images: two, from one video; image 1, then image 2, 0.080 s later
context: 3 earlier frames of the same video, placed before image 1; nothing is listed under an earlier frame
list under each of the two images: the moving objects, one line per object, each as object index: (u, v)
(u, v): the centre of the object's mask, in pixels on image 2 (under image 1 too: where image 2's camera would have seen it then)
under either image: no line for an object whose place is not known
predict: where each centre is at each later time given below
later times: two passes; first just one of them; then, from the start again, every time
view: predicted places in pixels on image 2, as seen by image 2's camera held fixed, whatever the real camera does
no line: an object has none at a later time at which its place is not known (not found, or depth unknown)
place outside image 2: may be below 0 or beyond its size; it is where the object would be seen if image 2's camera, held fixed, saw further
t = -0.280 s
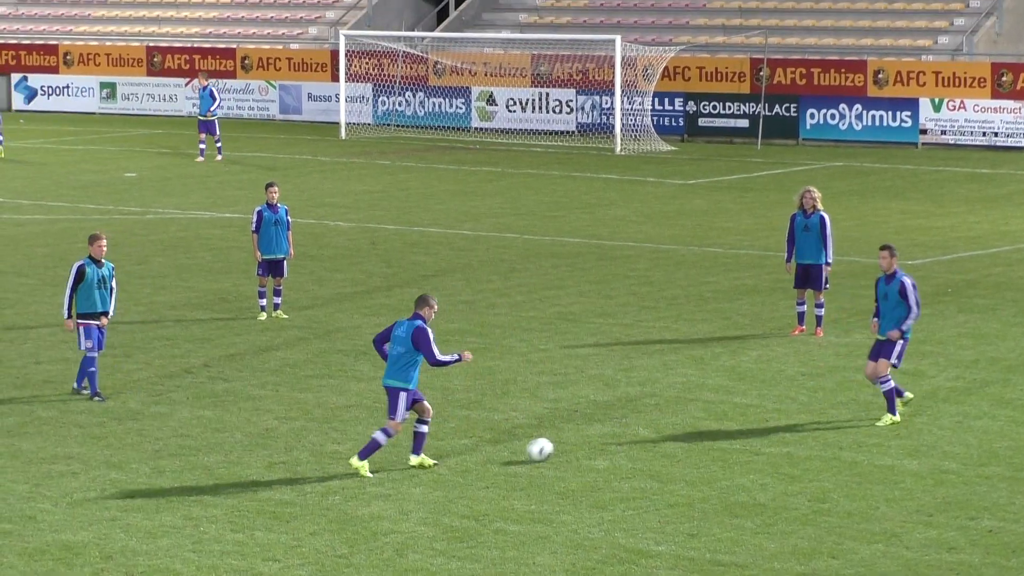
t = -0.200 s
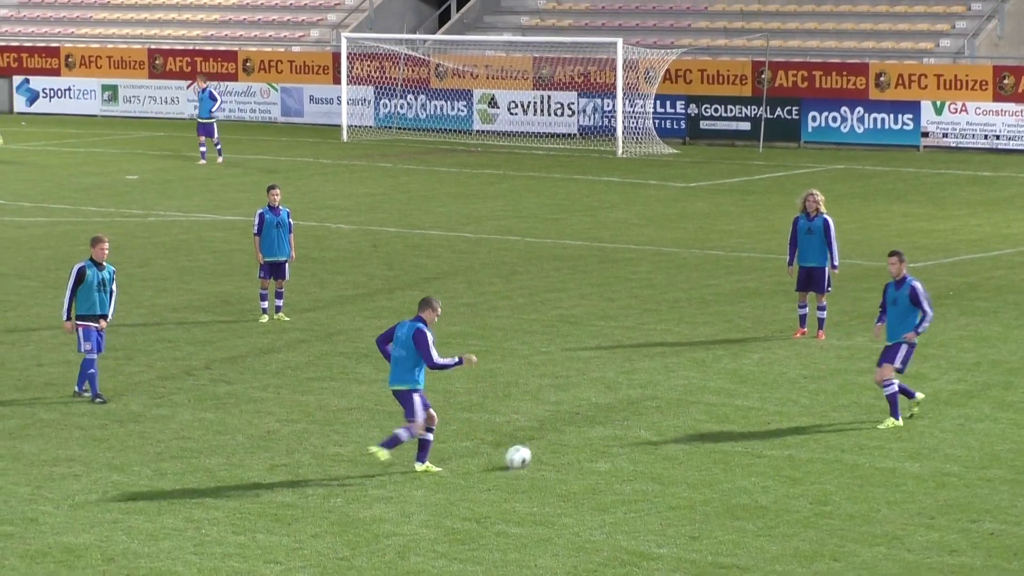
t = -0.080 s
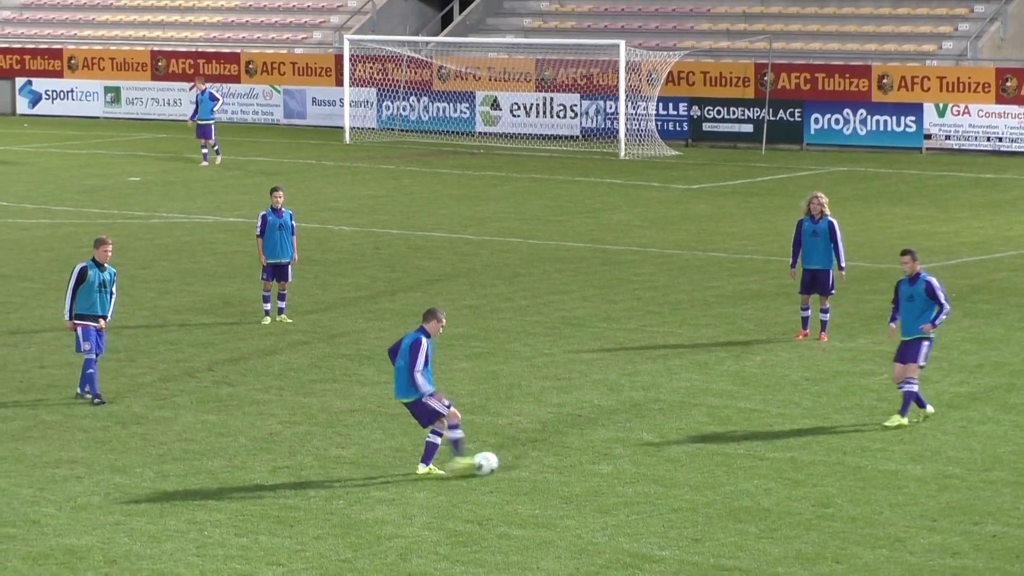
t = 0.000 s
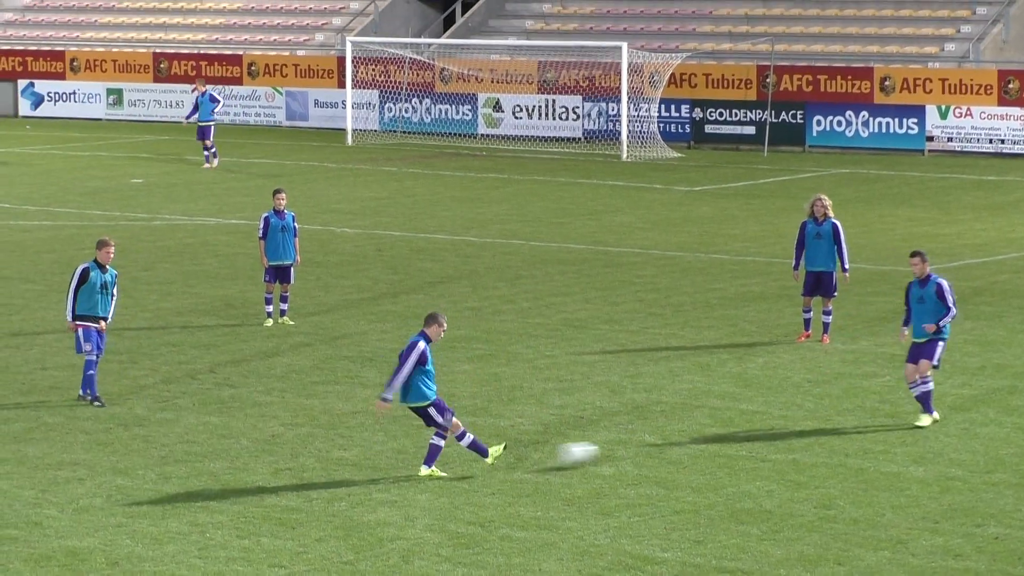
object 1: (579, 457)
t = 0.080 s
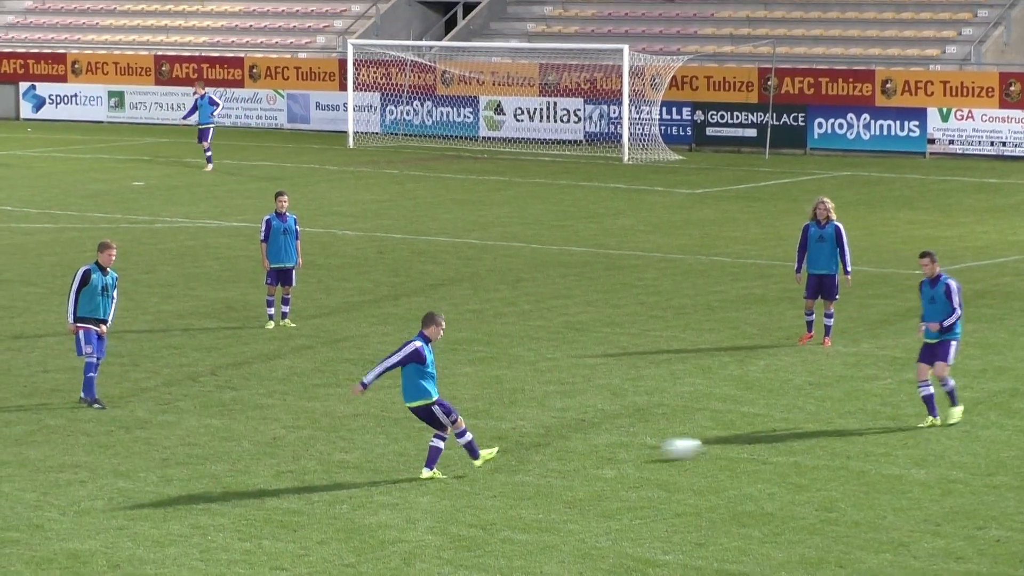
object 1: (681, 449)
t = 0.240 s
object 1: (851, 423)
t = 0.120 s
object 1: (727, 445)
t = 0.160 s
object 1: (770, 437)
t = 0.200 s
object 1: (811, 429)
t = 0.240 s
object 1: (851, 423)
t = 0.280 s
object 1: (890, 420)
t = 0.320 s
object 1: (926, 418)
